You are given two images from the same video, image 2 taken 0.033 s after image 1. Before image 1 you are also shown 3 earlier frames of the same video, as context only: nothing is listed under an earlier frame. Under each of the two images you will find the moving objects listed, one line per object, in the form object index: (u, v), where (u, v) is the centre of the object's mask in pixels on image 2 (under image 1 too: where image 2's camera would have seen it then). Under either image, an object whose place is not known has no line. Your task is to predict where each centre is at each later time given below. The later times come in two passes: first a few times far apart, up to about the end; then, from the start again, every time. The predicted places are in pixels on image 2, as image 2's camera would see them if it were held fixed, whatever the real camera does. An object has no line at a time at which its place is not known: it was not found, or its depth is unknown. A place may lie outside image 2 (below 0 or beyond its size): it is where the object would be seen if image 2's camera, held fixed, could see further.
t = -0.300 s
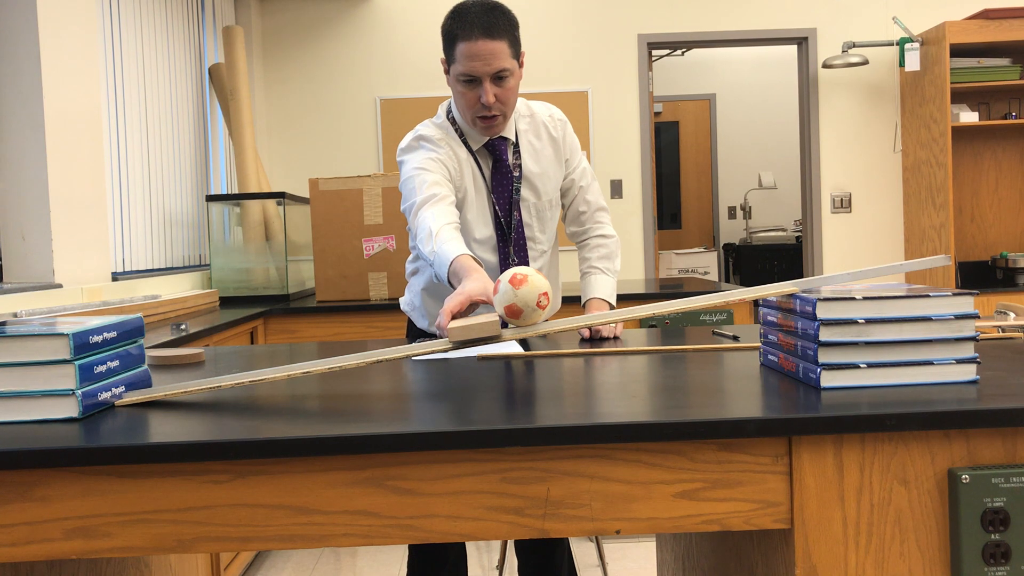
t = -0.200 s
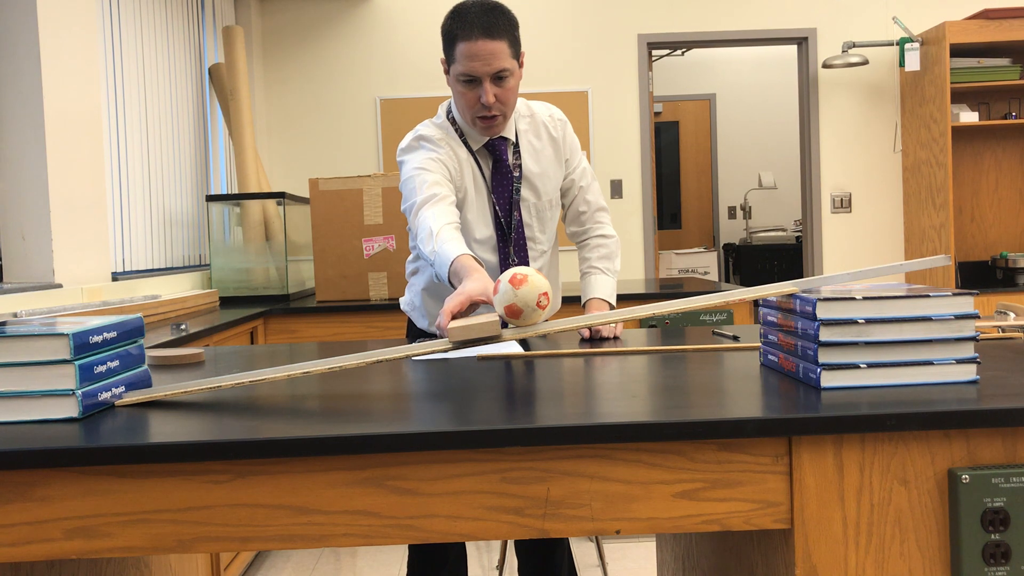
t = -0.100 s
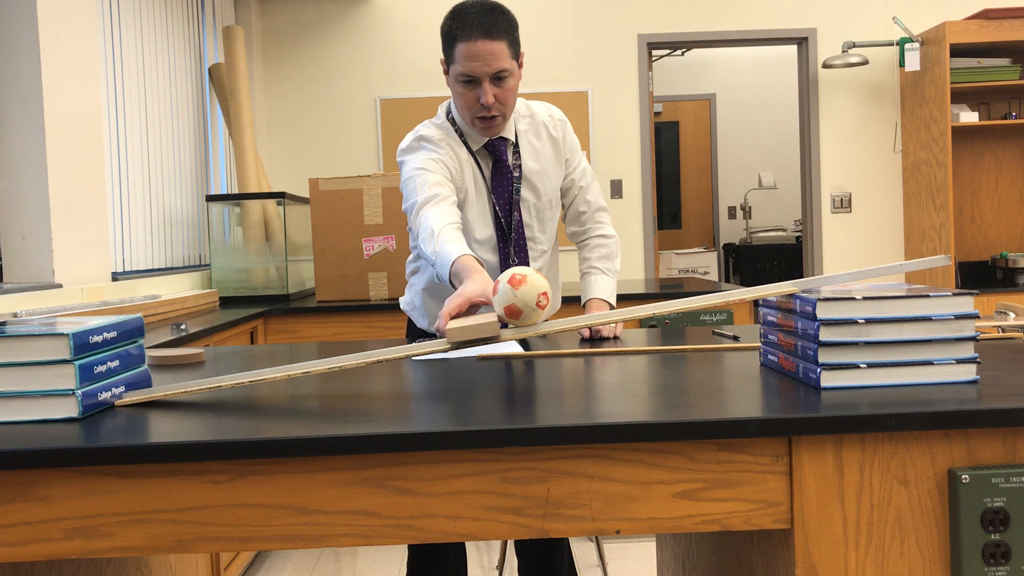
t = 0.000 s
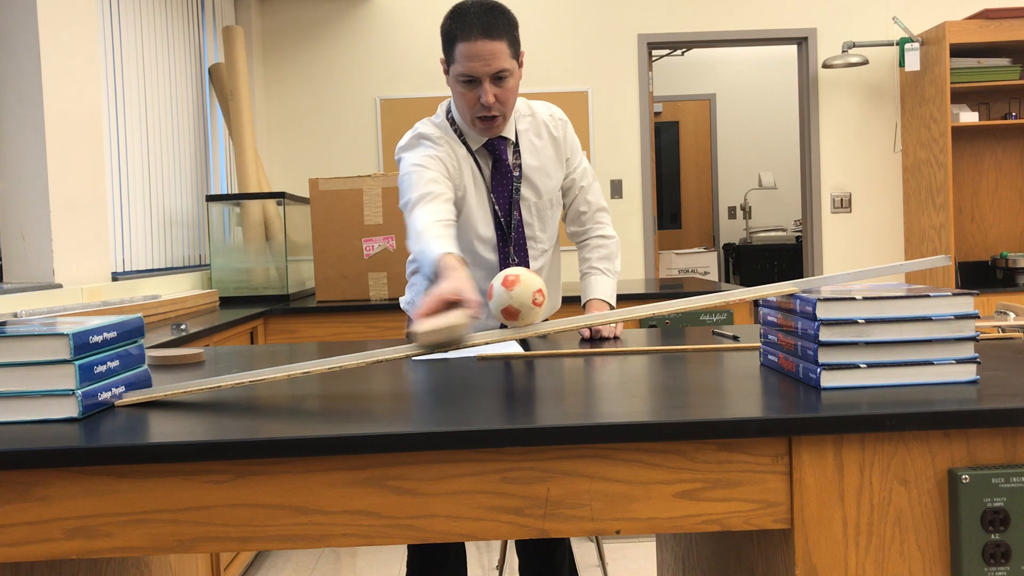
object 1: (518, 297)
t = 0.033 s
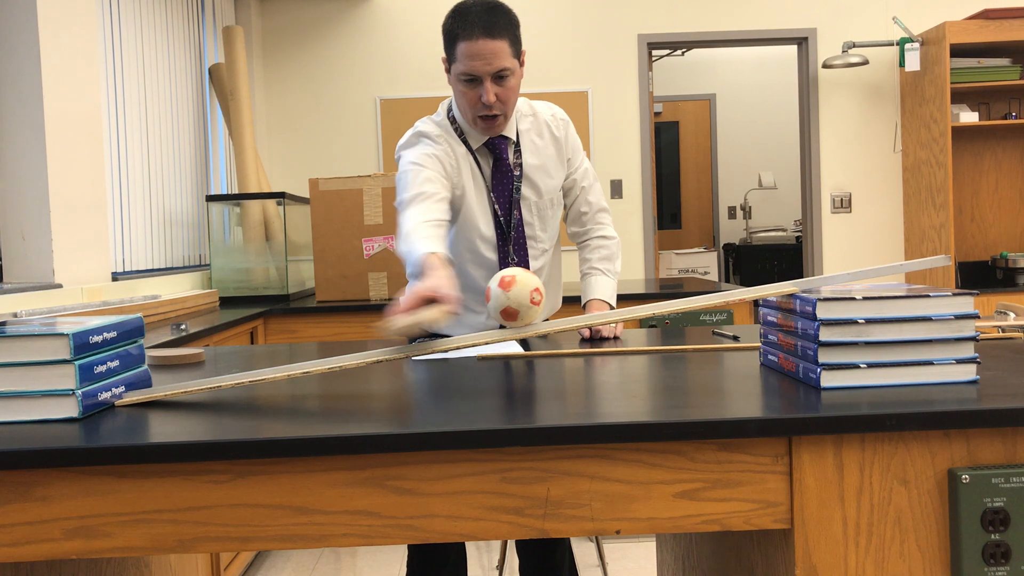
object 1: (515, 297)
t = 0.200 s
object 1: (498, 300)
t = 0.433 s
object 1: (455, 308)
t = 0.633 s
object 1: (395, 317)
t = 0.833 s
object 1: (319, 329)
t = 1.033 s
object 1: (228, 345)
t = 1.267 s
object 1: (165, 355)
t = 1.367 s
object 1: (177, 354)
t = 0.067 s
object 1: (513, 298)
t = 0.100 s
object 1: (509, 298)
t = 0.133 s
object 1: (506, 298)
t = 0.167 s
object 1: (502, 299)
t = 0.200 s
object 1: (498, 300)
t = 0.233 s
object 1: (494, 301)
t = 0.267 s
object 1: (488, 302)
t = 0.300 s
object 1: (483, 302)
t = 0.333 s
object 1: (477, 303)
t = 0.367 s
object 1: (470, 304)
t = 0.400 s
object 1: (463, 306)
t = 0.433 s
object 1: (455, 308)
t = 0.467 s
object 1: (446, 309)
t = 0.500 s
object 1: (437, 310)
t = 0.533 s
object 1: (427, 312)
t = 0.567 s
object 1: (417, 313)
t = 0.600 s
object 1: (407, 315)
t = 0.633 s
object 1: (395, 317)
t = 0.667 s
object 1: (384, 319)
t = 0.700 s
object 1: (373, 321)
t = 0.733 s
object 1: (360, 323)
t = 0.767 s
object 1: (347, 325)
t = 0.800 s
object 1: (333, 327)
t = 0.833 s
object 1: (319, 329)
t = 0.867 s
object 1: (306, 332)
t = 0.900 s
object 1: (291, 335)
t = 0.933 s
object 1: (276, 337)
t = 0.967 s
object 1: (260, 339)
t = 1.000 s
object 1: (245, 341)
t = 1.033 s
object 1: (228, 345)
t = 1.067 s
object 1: (211, 348)
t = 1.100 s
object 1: (194, 350)
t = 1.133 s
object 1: (177, 354)
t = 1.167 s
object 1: (157, 357)
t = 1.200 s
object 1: (146, 358)
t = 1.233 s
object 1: (158, 355)
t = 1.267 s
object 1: (165, 355)
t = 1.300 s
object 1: (170, 355)
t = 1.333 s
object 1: (174, 354)
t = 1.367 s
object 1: (177, 354)
